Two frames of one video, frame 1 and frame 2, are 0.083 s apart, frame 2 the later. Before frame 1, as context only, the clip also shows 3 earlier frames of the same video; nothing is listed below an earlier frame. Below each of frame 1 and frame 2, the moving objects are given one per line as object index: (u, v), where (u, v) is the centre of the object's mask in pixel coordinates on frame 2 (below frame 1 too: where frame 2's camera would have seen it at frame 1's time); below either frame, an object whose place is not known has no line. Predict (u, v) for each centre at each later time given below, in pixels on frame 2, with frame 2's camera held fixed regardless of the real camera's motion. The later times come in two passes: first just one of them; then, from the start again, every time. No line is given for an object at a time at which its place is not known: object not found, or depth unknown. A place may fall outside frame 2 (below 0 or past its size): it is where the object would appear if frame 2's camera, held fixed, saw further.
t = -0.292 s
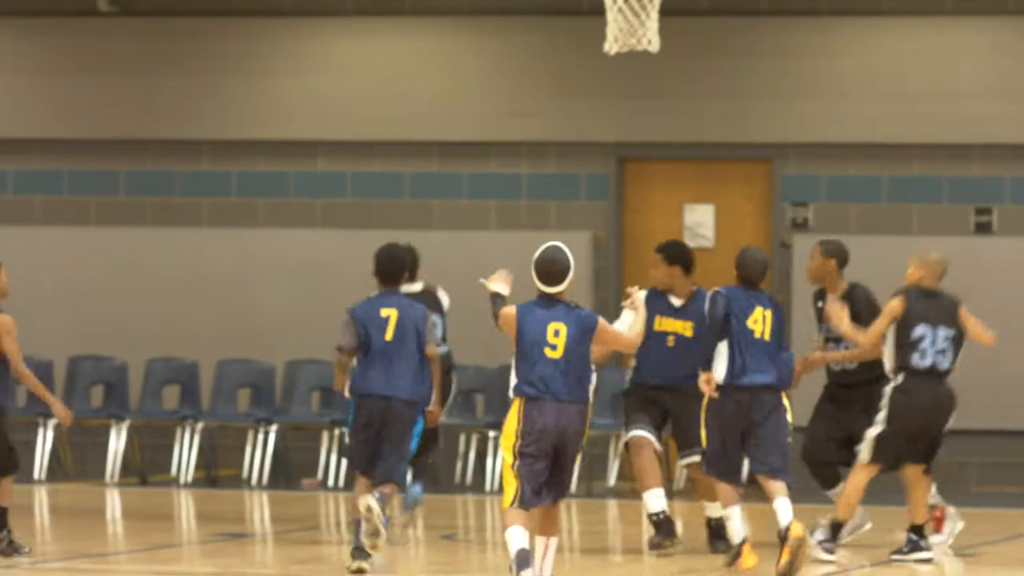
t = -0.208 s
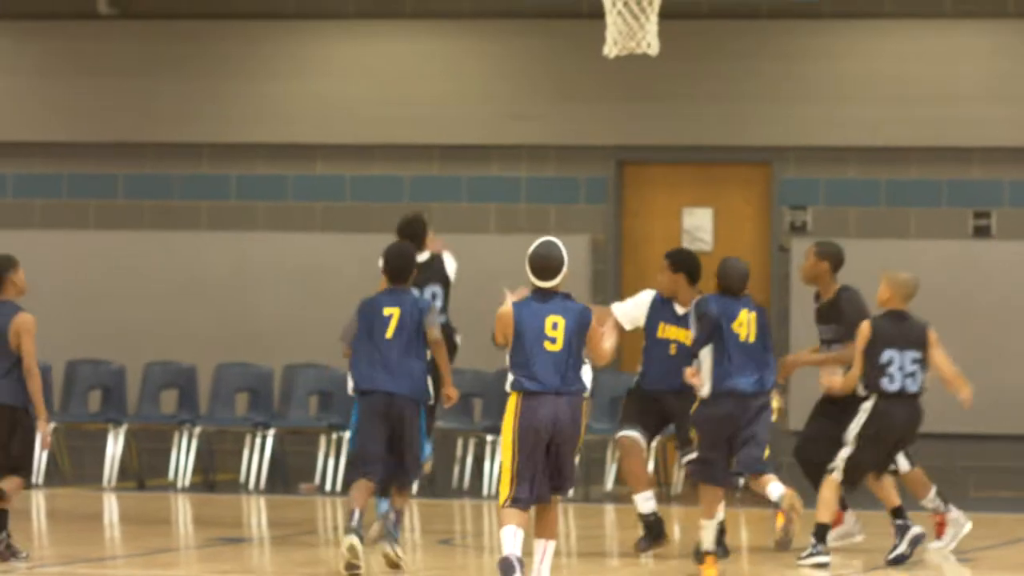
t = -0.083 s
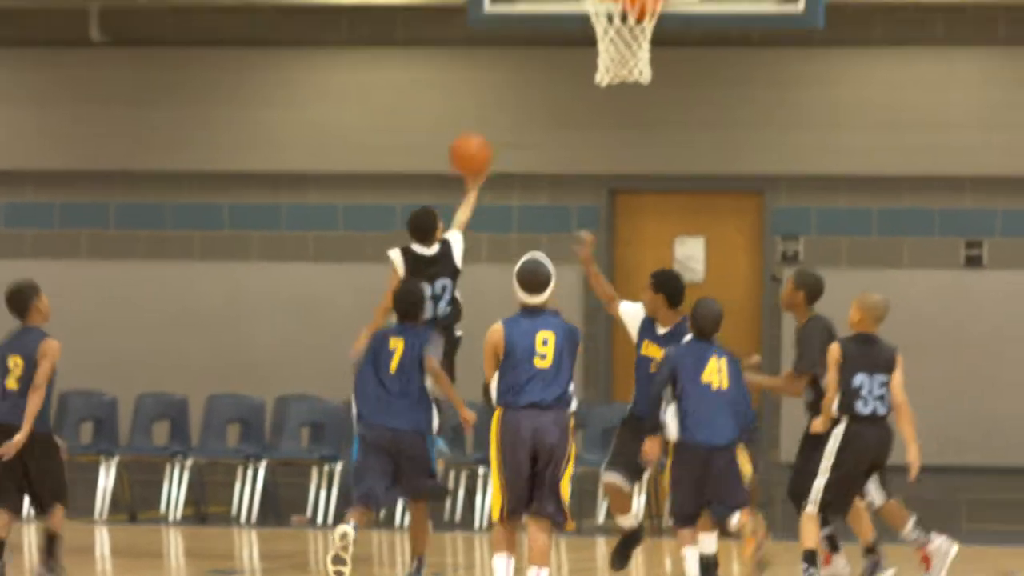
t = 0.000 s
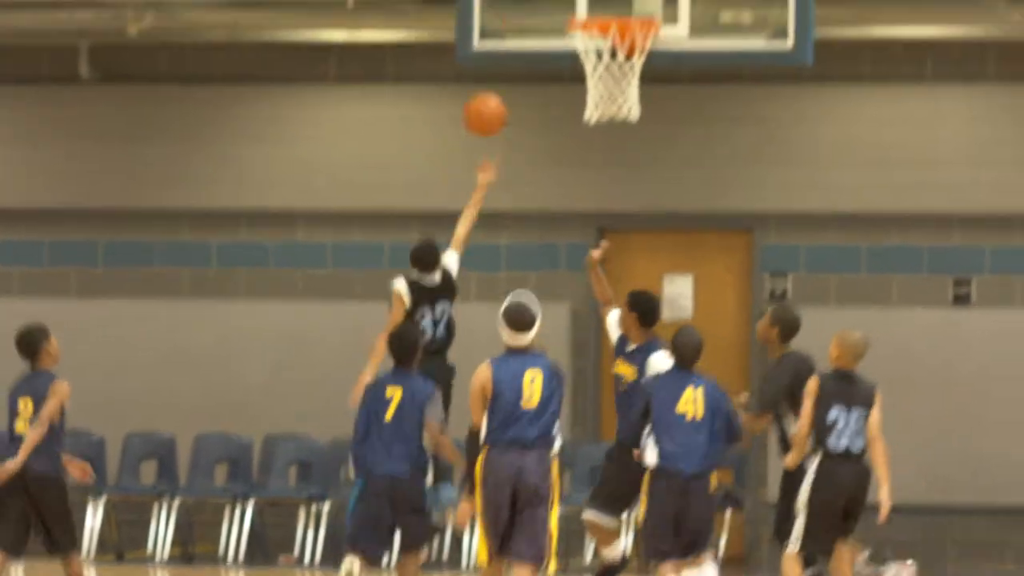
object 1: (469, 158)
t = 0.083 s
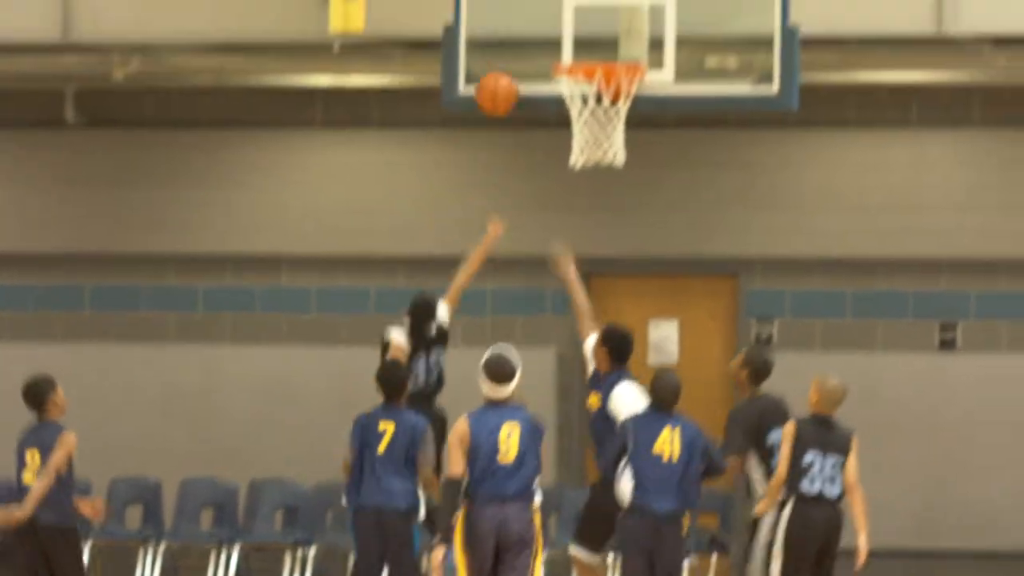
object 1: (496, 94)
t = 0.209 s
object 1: (528, 23)
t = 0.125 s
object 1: (510, 64)
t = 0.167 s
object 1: (522, 40)
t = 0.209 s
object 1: (528, 23)
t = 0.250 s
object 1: (532, 9)
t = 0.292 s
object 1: (536, -1)
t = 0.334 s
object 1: (541, -8)
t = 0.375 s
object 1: (544, -11)
